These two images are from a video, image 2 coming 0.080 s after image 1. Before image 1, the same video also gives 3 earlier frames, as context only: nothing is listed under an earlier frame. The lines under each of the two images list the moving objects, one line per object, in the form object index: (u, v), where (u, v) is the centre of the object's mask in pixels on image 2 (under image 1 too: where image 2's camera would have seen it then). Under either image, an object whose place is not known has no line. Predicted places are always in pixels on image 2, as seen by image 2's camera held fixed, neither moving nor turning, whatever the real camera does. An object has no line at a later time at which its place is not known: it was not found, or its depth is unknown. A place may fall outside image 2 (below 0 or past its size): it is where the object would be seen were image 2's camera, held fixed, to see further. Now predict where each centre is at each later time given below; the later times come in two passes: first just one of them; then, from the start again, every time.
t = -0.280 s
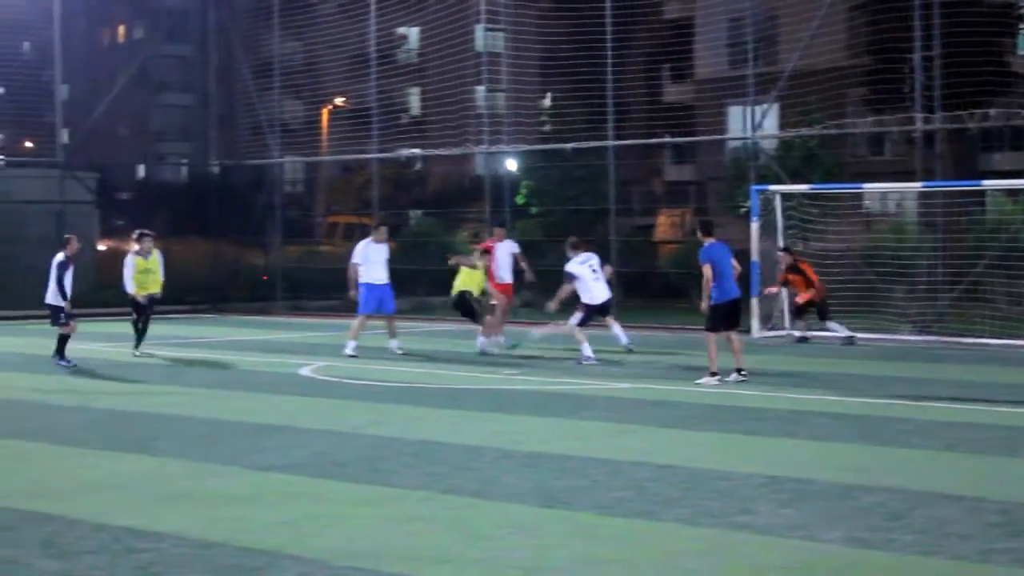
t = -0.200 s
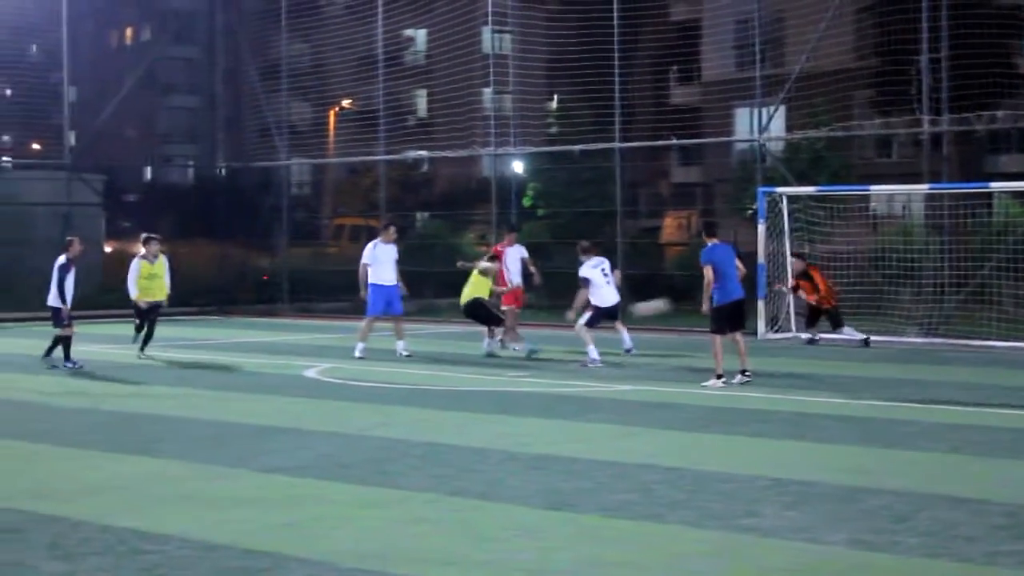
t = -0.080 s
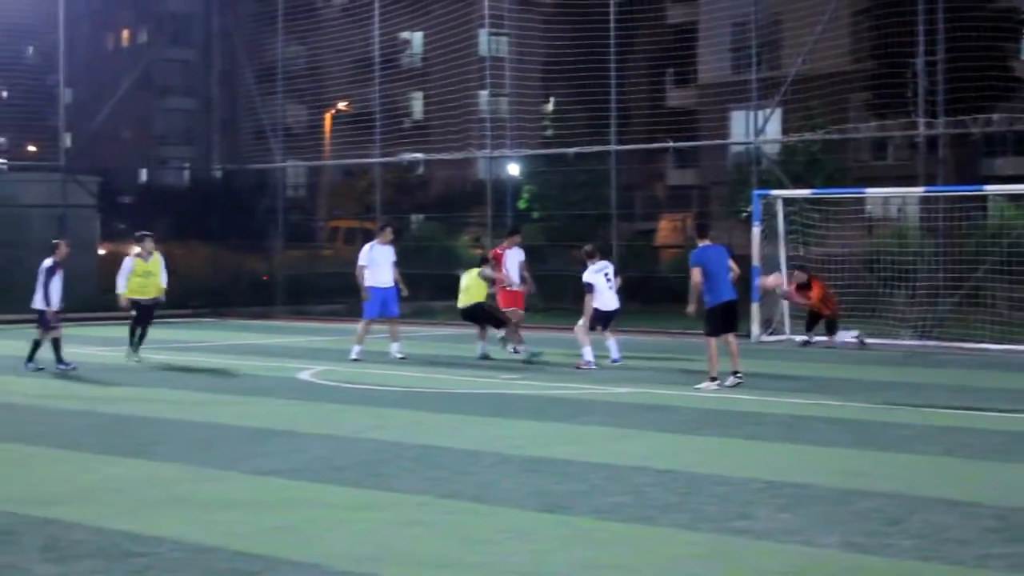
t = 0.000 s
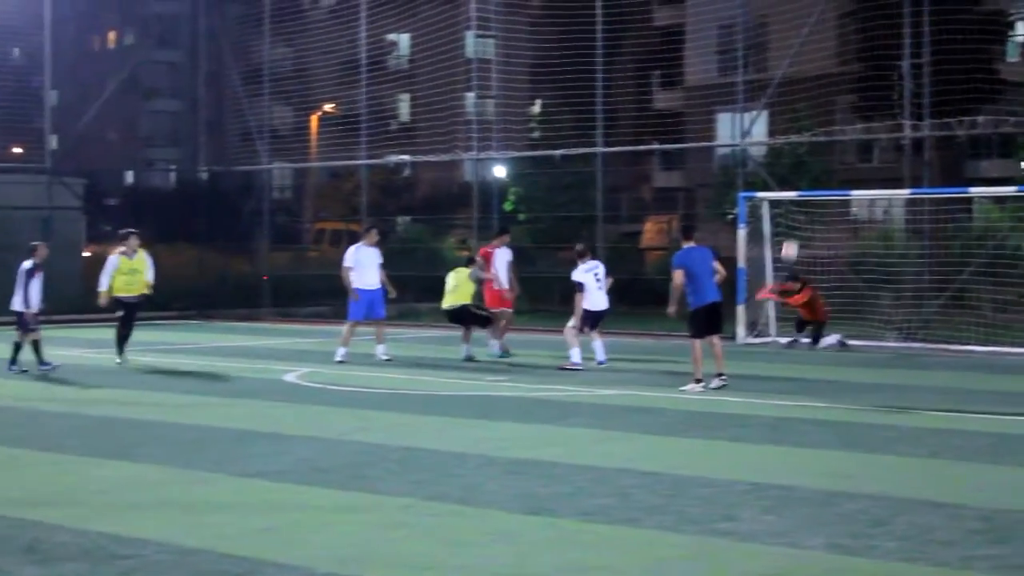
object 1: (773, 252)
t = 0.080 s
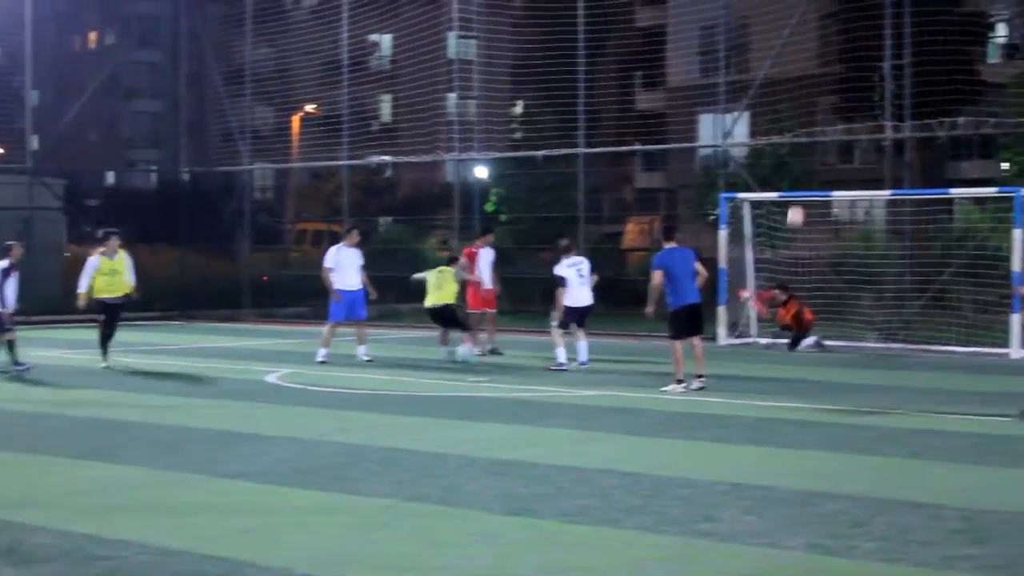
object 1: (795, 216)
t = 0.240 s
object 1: (842, 156)
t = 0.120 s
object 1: (807, 200)
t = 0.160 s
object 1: (819, 182)
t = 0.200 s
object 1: (830, 169)
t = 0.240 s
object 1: (842, 156)
